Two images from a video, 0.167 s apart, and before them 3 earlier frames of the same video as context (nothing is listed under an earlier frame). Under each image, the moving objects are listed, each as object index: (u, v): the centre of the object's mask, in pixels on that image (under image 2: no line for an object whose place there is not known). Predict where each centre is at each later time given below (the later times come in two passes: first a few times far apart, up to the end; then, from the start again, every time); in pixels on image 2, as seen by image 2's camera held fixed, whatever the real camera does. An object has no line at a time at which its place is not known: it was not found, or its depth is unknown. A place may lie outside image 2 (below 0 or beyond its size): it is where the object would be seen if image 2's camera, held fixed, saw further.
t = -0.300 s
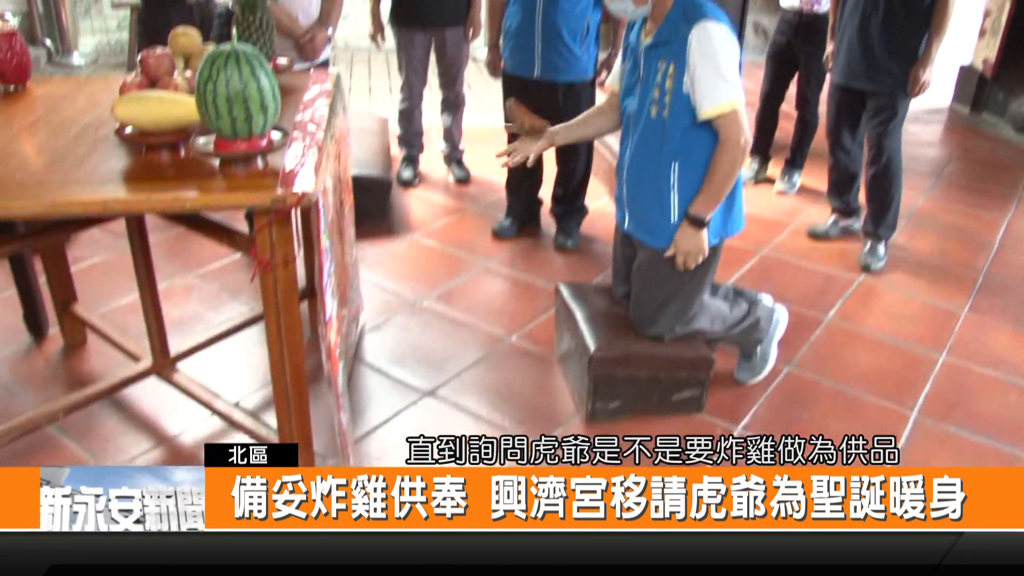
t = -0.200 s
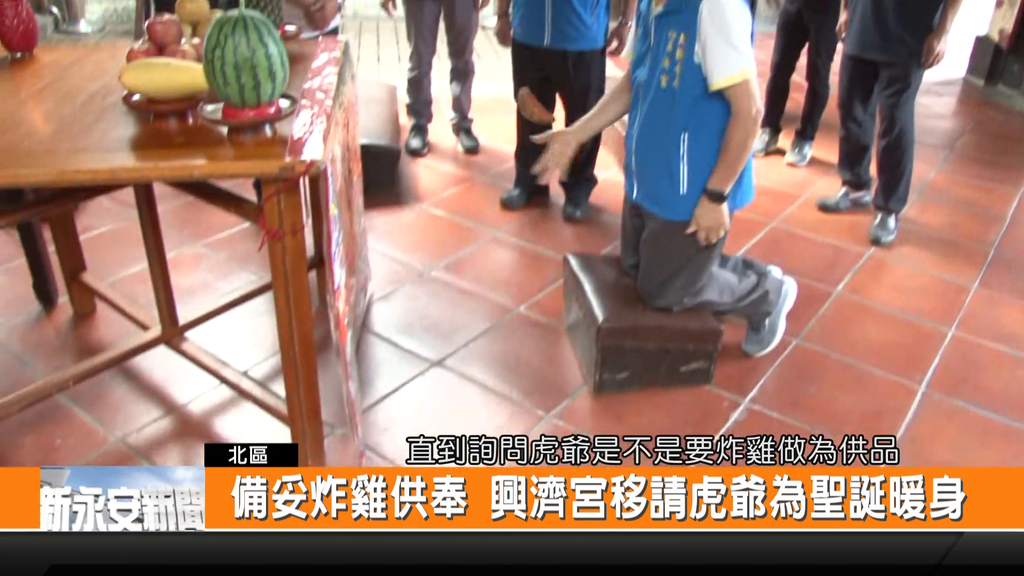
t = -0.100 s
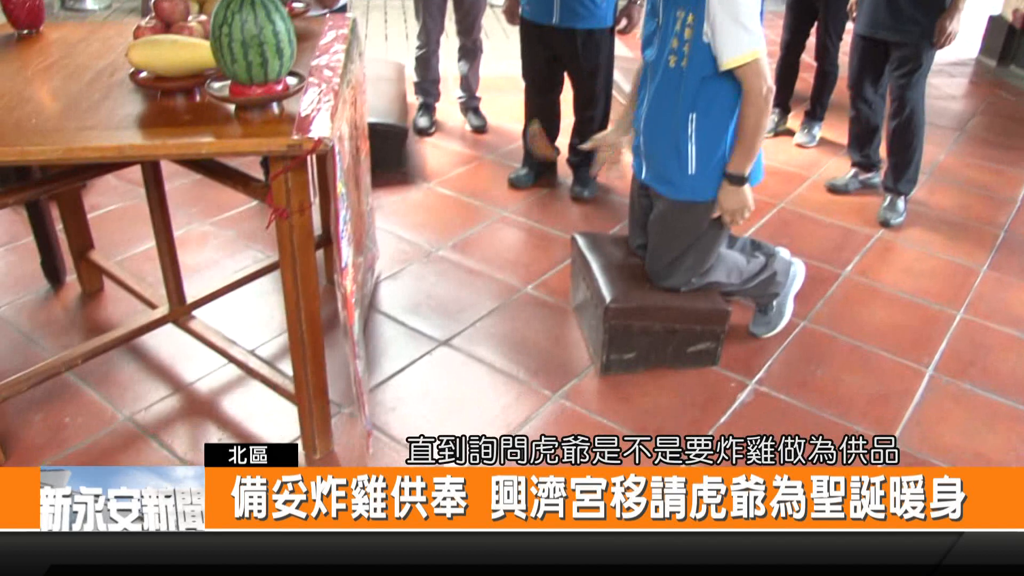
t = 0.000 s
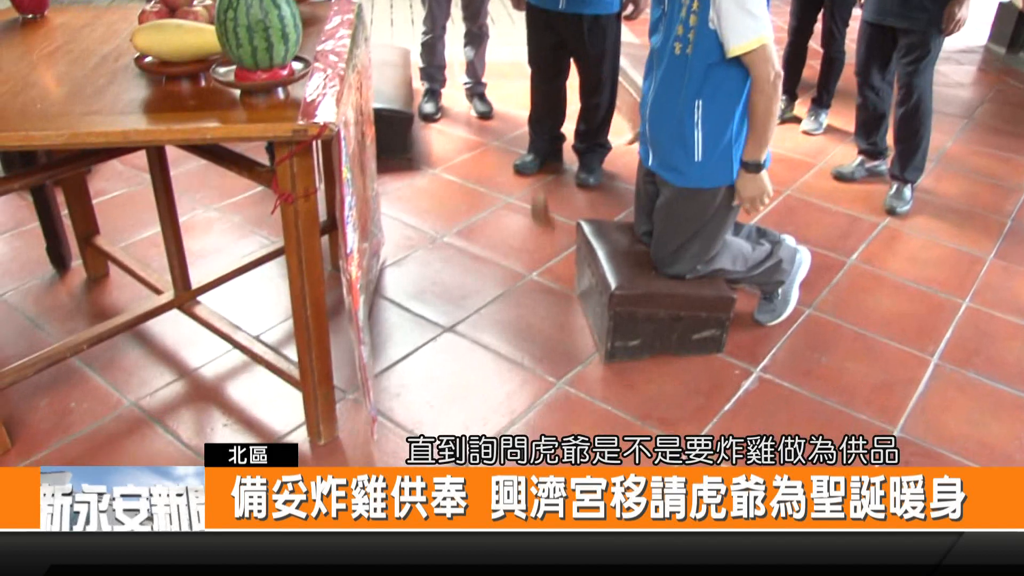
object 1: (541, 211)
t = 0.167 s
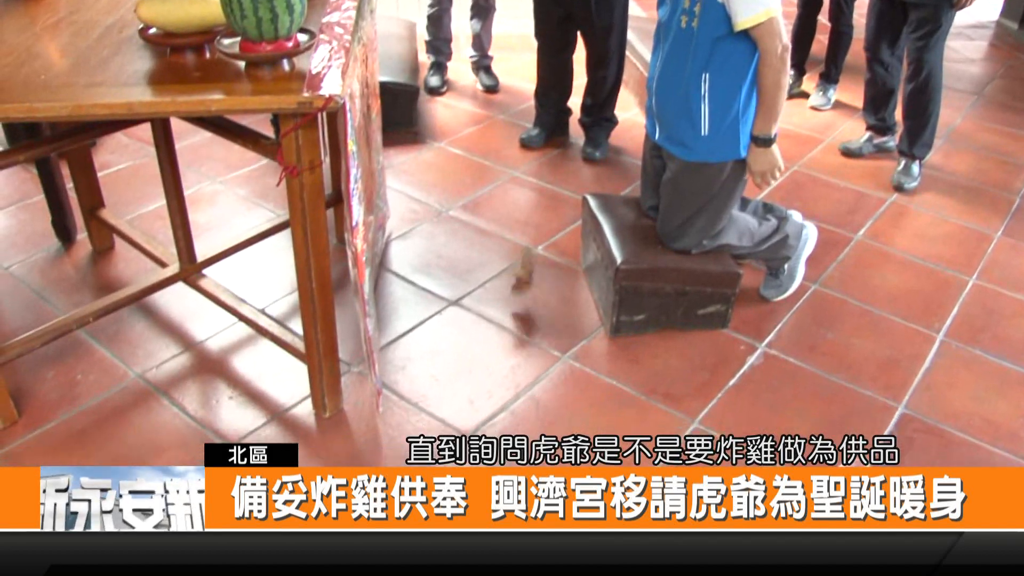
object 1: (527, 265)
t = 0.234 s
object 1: (513, 268)
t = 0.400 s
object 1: (482, 297)
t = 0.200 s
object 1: (518, 265)
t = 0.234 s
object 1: (513, 268)
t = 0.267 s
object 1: (505, 271)
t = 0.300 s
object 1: (499, 283)
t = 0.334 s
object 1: (489, 292)
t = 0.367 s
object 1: (486, 294)
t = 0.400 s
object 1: (482, 297)
